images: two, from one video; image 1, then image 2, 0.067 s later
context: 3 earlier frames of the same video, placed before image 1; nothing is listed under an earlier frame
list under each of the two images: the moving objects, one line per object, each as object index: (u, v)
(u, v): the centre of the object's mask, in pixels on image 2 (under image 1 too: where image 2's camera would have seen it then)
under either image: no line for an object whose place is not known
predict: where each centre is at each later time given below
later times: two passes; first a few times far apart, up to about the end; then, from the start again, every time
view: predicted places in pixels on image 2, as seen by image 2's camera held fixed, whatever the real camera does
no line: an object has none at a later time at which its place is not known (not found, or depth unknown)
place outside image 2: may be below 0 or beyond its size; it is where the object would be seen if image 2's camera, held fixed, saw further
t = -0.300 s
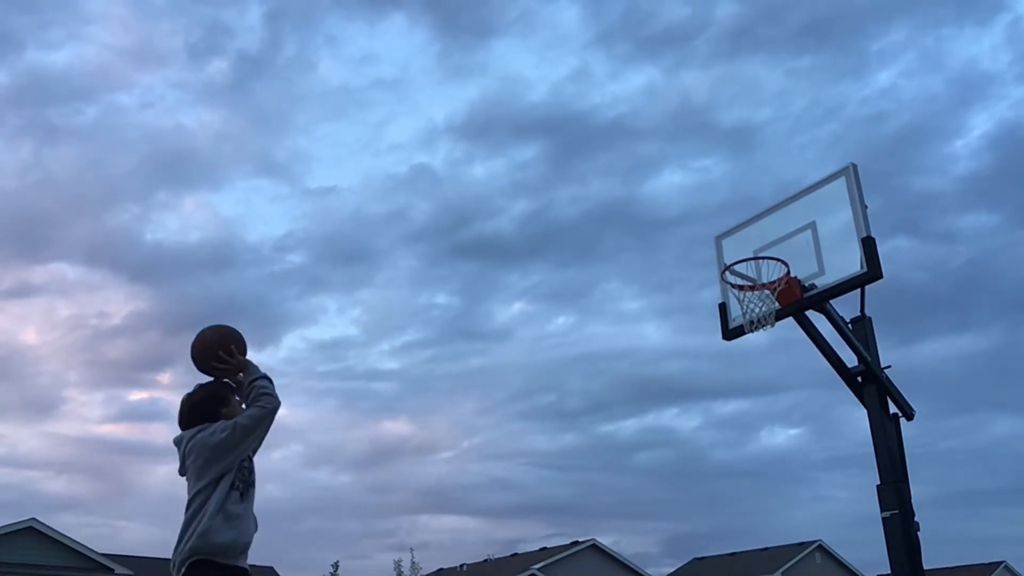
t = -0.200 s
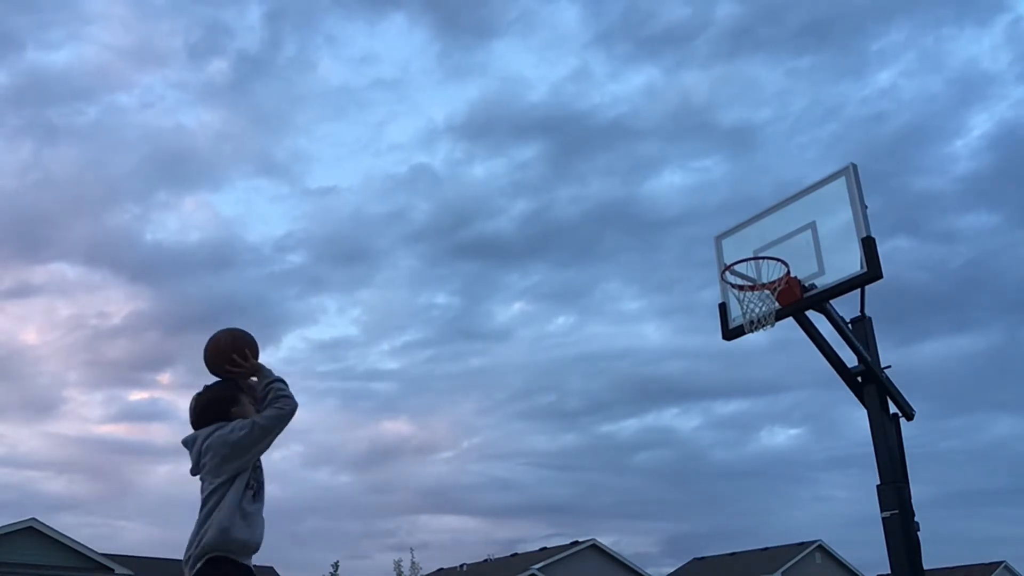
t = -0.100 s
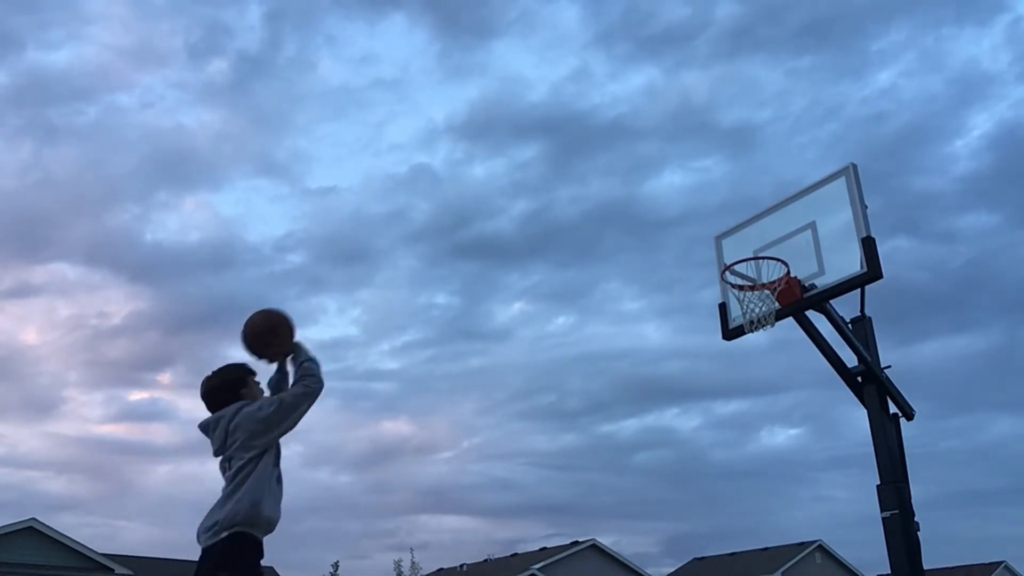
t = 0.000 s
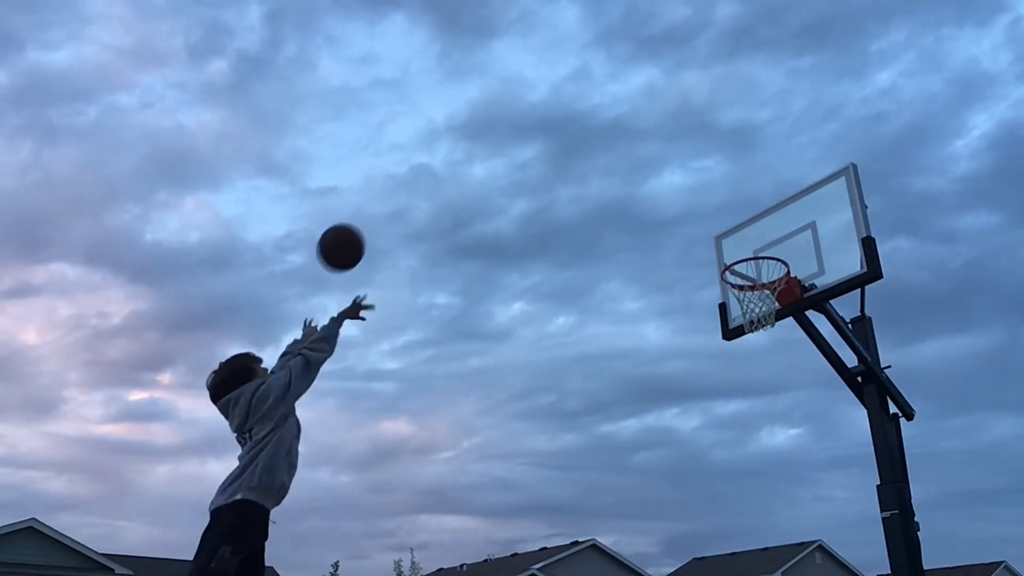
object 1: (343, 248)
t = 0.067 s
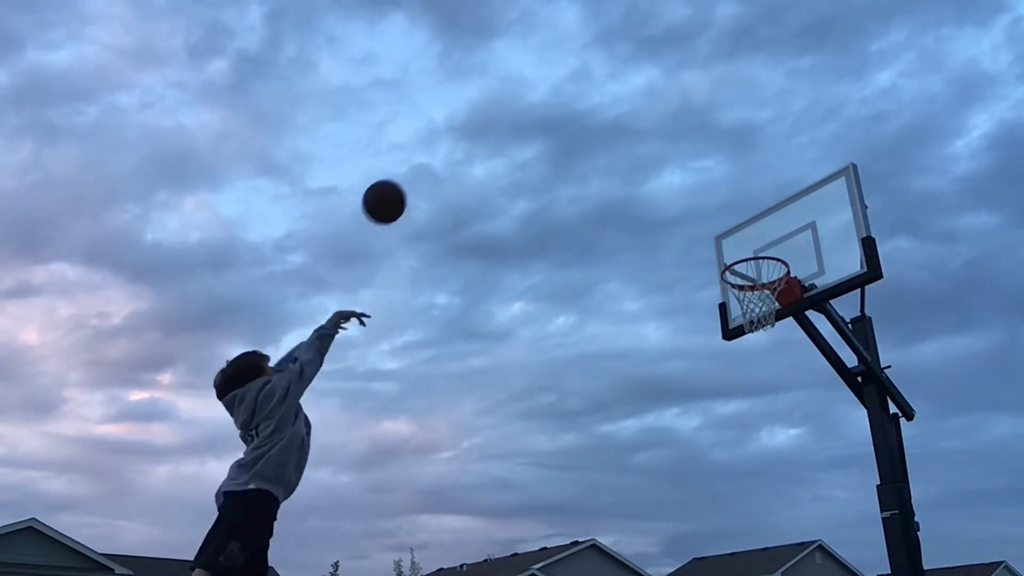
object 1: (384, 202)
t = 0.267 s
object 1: (477, 128)
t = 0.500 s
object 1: (562, 124)
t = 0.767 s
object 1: (642, 188)
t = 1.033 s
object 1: (713, 311)
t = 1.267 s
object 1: (676, 403)
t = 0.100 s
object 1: (403, 184)
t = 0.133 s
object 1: (421, 168)
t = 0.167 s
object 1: (437, 155)
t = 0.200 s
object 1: (453, 145)
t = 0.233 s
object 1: (465, 135)
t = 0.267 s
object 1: (477, 128)
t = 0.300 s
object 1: (491, 123)
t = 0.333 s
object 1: (505, 120)
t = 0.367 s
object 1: (517, 118)
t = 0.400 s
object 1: (528, 118)
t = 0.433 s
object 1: (540, 118)
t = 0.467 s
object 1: (551, 121)
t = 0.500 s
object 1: (562, 124)
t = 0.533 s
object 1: (573, 128)
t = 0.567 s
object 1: (583, 133)
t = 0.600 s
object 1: (593, 140)
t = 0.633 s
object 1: (603, 148)
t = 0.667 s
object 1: (614, 156)
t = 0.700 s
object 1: (623, 165)
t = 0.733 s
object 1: (633, 176)
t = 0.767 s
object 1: (642, 188)
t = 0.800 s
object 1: (651, 200)
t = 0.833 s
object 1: (661, 213)
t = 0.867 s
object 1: (670, 228)
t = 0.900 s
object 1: (680, 243)
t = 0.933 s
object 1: (689, 259)
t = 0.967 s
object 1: (698, 276)
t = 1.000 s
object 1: (708, 295)
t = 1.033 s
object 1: (713, 311)
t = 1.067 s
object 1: (708, 319)
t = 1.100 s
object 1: (703, 328)
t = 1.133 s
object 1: (698, 339)
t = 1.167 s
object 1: (692, 352)
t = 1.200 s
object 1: (687, 367)
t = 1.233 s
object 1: (681, 384)
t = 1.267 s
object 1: (676, 403)
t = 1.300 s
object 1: (671, 424)
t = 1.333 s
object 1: (665, 446)
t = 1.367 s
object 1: (659, 472)
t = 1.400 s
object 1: (653, 500)
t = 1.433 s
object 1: (648, 531)
